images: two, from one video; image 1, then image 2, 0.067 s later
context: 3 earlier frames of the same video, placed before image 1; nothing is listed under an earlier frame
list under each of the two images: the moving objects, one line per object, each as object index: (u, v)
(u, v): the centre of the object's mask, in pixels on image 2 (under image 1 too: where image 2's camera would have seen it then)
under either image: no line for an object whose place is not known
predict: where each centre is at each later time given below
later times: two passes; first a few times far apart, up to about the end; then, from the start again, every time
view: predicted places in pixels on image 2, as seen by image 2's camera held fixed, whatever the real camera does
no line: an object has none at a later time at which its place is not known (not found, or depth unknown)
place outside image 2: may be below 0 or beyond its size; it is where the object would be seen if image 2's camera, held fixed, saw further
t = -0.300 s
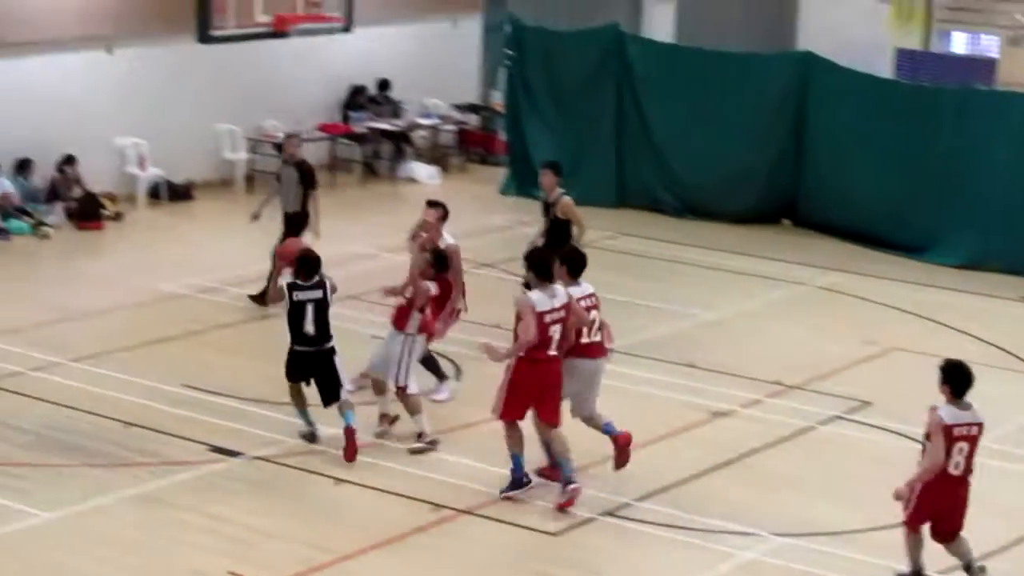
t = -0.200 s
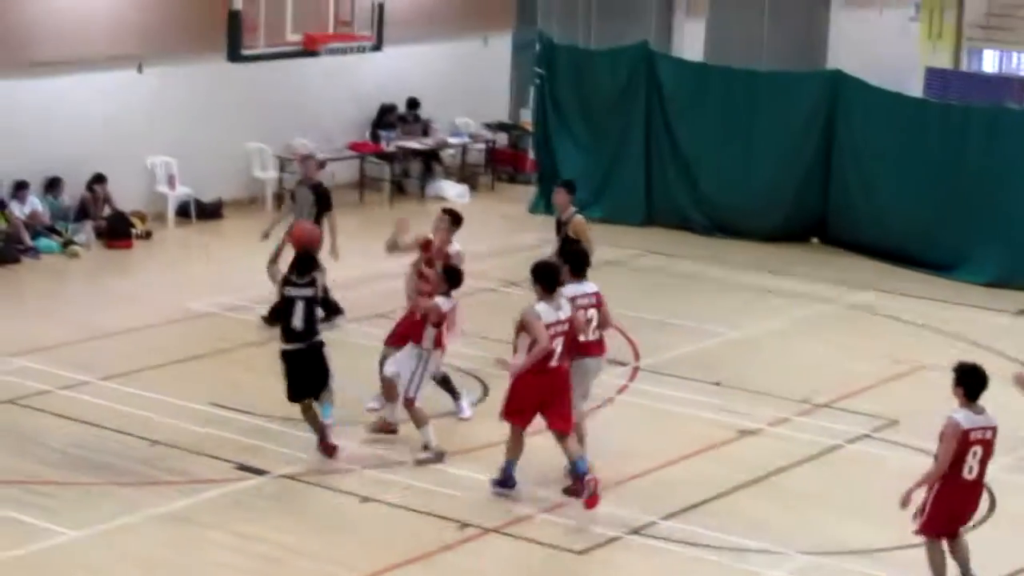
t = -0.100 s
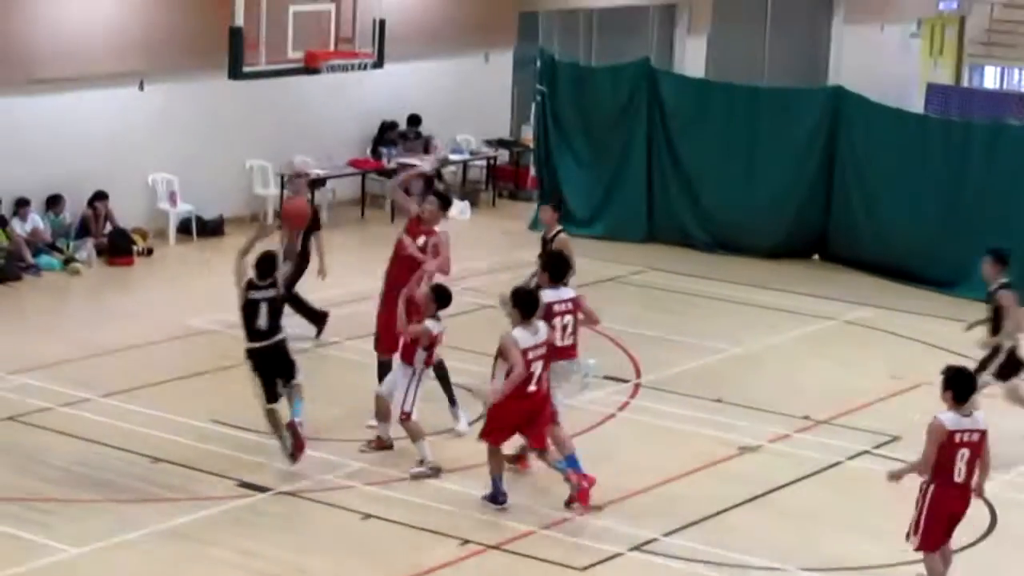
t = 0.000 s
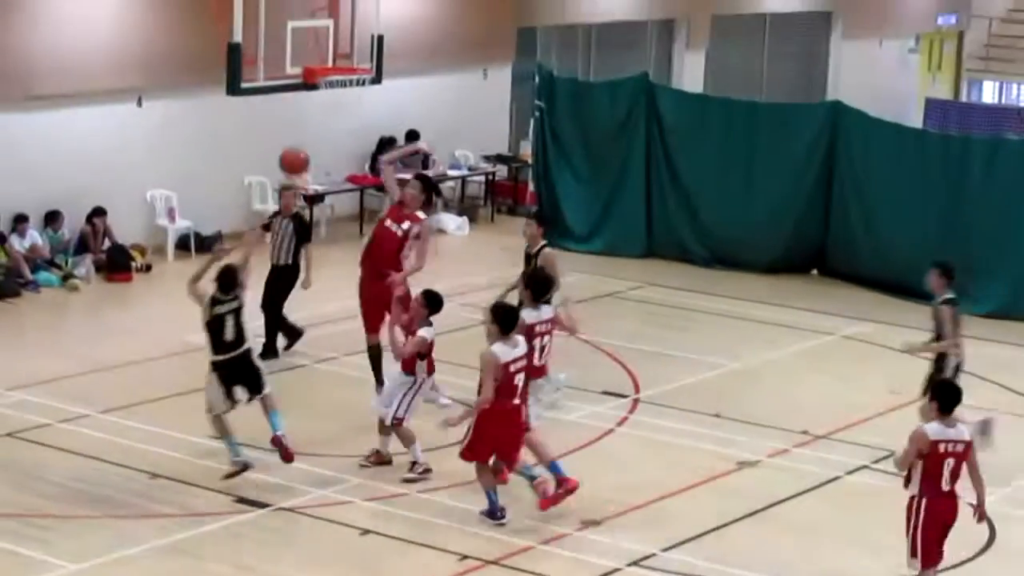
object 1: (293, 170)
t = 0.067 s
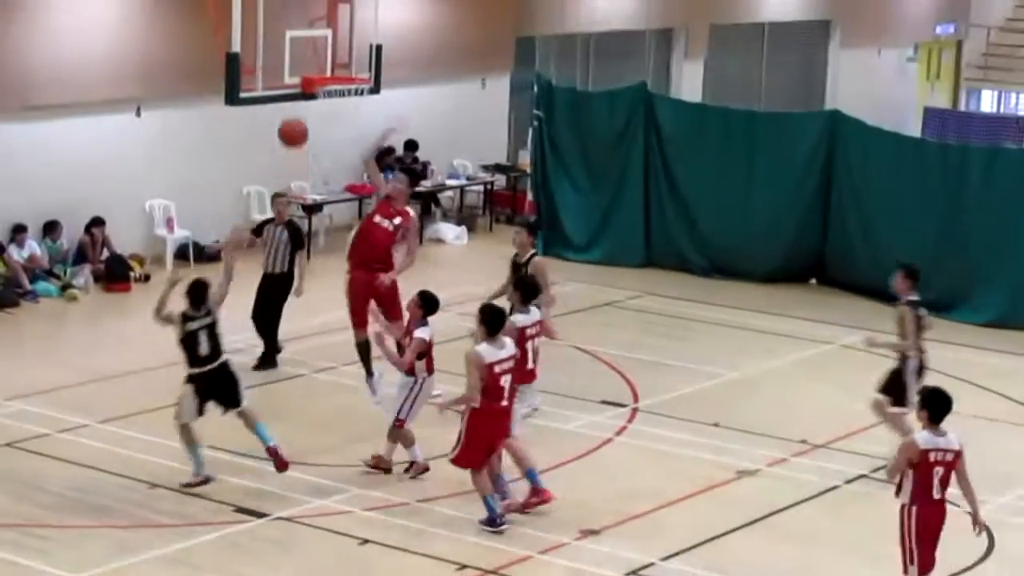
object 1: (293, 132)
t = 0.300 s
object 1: (293, 45)
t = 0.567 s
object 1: (297, 29)
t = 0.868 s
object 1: (360, 100)
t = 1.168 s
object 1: (355, 125)
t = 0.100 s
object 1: (293, 115)
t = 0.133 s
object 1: (293, 99)
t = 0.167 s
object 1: (294, 87)
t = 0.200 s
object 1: (293, 74)
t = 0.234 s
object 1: (293, 64)
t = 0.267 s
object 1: (293, 53)
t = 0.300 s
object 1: (293, 45)
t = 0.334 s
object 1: (294, 39)
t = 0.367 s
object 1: (294, 33)
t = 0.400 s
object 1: (294, 30)
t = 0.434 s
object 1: (294, 27)
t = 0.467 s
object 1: (294, 25)
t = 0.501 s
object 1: (294, 25)
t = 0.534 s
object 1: (294, 25)
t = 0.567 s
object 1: (297, 29)
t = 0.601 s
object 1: (305, 36)
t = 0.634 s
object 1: (313, 44)
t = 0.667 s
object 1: (320, 52)
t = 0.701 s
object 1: (328, 62)
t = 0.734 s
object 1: (338, 71)
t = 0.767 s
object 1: (343, 71)
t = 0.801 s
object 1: (349, 88)
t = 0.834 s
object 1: (355, 96)
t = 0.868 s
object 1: (360, 100)
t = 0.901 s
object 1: (364, 104)
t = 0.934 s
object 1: (364, 104)
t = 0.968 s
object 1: (365, 104)
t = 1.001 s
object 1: (364, 104)
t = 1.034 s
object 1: (364, 106)
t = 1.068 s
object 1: (362, 111)
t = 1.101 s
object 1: (360, 115)
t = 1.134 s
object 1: (357, 120)
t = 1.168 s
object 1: (355, 125)
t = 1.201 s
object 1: (352, 132)
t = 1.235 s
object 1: (350, 140)
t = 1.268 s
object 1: (347, 150)
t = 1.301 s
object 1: (344, 160)
